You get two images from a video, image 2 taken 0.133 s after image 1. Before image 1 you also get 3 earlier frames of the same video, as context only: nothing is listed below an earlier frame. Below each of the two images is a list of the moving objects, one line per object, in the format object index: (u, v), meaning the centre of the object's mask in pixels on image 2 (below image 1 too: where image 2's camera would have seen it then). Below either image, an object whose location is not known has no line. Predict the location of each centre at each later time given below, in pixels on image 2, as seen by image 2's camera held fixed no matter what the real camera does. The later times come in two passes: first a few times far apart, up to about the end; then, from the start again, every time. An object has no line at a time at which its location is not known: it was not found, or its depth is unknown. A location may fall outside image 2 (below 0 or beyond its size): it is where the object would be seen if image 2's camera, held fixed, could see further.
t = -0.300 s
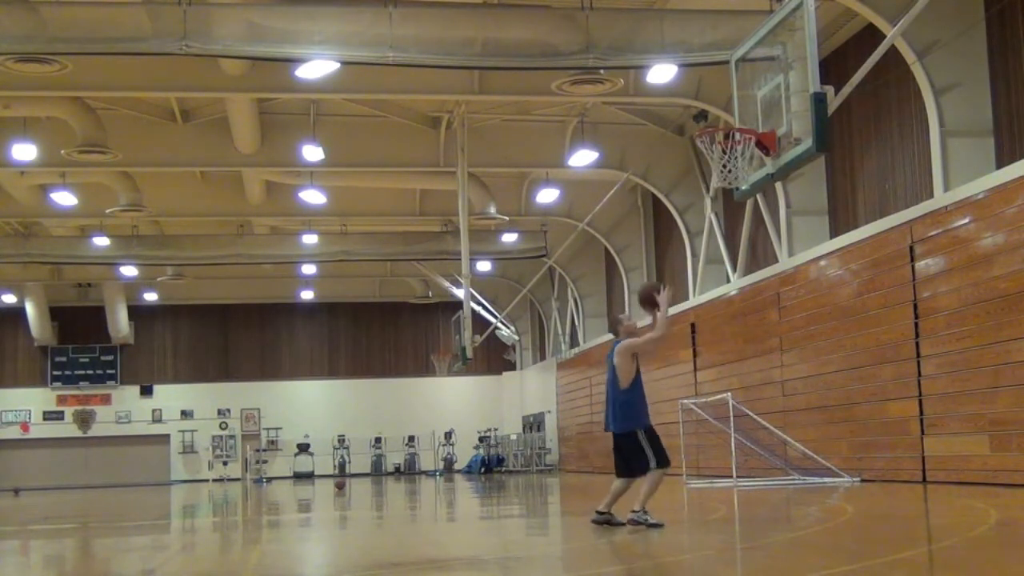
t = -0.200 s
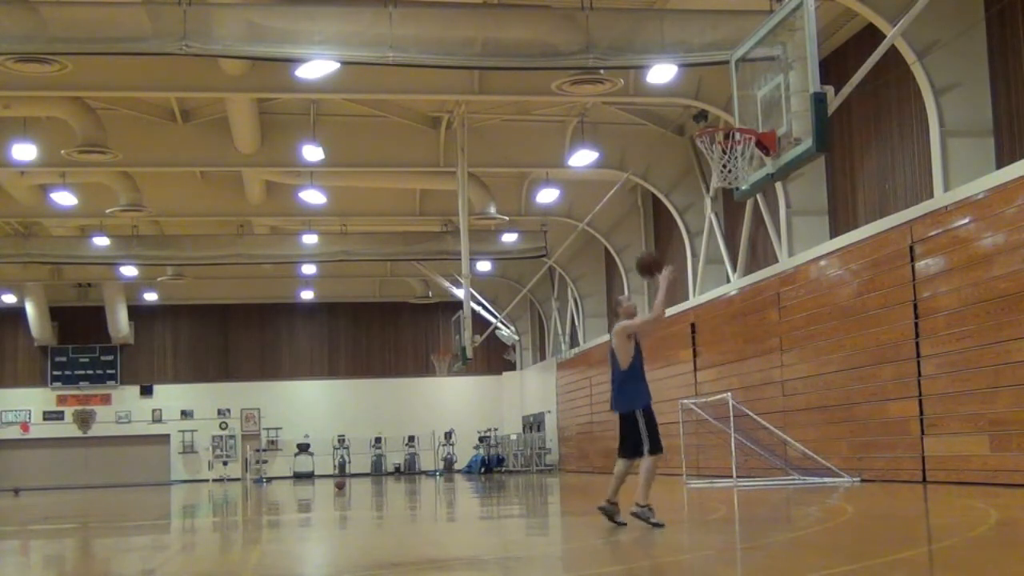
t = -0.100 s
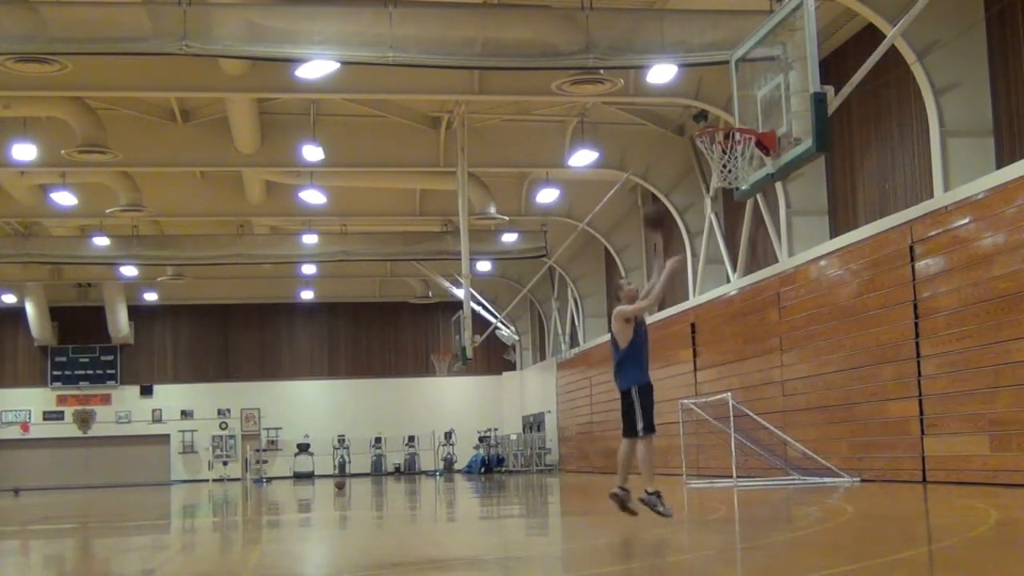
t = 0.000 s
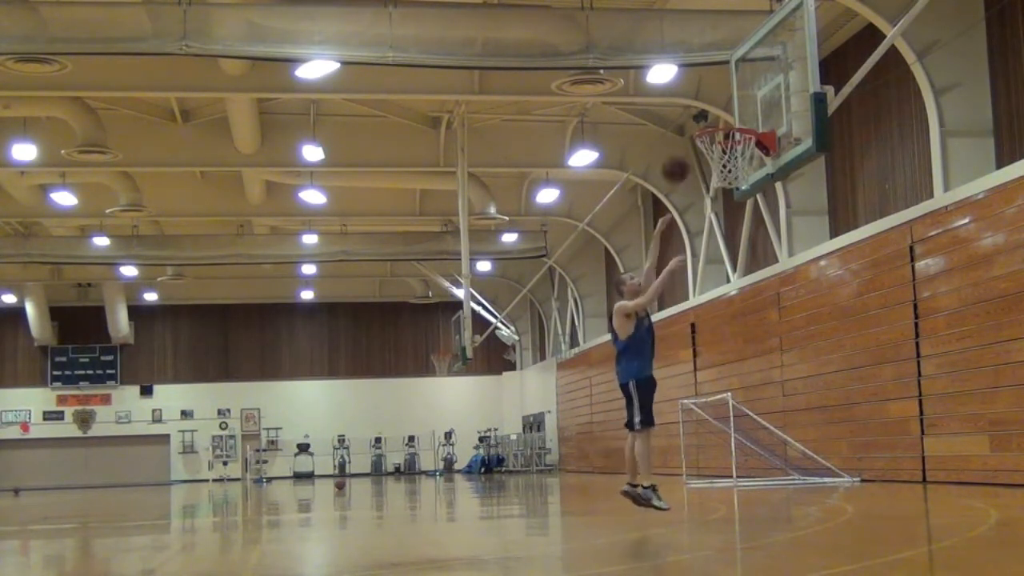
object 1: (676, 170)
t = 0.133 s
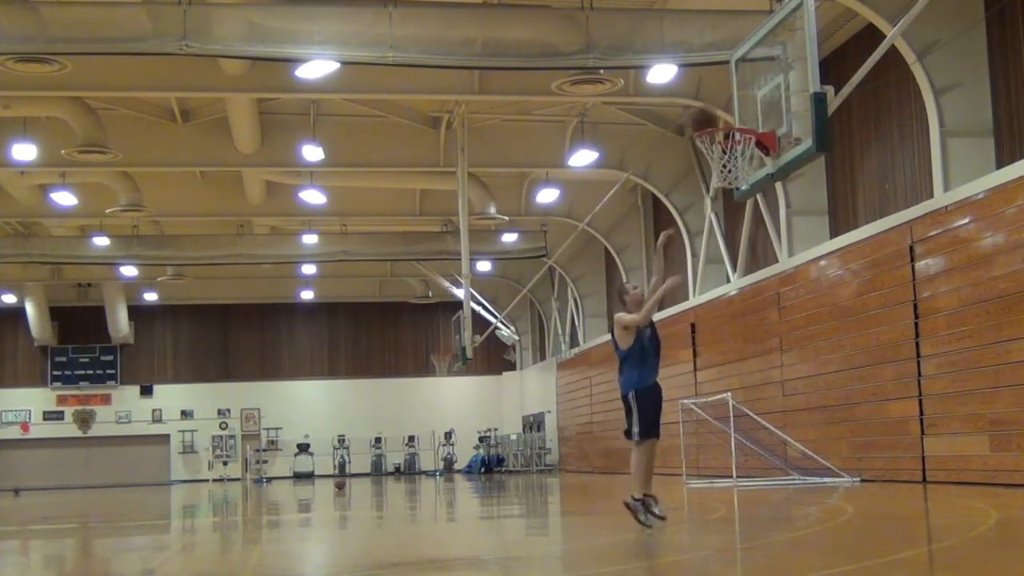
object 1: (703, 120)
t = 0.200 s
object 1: (717, 104)
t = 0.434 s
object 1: (733, 92)
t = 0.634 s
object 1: (722, 139)
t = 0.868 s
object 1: (720, 175)
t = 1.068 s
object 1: (744, 205)
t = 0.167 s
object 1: (710, 113)
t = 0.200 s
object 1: (717, 104)
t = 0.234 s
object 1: (725, 97)
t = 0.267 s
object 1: (732, 92)
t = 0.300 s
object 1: (740, 88)
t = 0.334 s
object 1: (743, 86)
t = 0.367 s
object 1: (739, 87)
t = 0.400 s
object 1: (737, 89)
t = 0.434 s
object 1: (733, 92)
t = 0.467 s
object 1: (731, 97)
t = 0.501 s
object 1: (728, 104)
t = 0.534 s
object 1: (724, 112)
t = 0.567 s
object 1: (721, 117)
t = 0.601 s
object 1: (719, 123)
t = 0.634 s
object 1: (722, 139)
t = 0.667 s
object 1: (717, 153)
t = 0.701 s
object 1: (716, 157)
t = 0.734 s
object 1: (712, 162)
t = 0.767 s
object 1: (714, 165)
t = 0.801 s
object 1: (714, 170)
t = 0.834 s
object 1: (716, 173)
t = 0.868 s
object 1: (720, 175)
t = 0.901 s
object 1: (726, 177)
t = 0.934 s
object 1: (728, 189)
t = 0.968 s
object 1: (734, 190)
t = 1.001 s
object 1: (740, 192)
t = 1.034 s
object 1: (741, 196)
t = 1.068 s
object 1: (744, 205)
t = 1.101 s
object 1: (748, 214)
